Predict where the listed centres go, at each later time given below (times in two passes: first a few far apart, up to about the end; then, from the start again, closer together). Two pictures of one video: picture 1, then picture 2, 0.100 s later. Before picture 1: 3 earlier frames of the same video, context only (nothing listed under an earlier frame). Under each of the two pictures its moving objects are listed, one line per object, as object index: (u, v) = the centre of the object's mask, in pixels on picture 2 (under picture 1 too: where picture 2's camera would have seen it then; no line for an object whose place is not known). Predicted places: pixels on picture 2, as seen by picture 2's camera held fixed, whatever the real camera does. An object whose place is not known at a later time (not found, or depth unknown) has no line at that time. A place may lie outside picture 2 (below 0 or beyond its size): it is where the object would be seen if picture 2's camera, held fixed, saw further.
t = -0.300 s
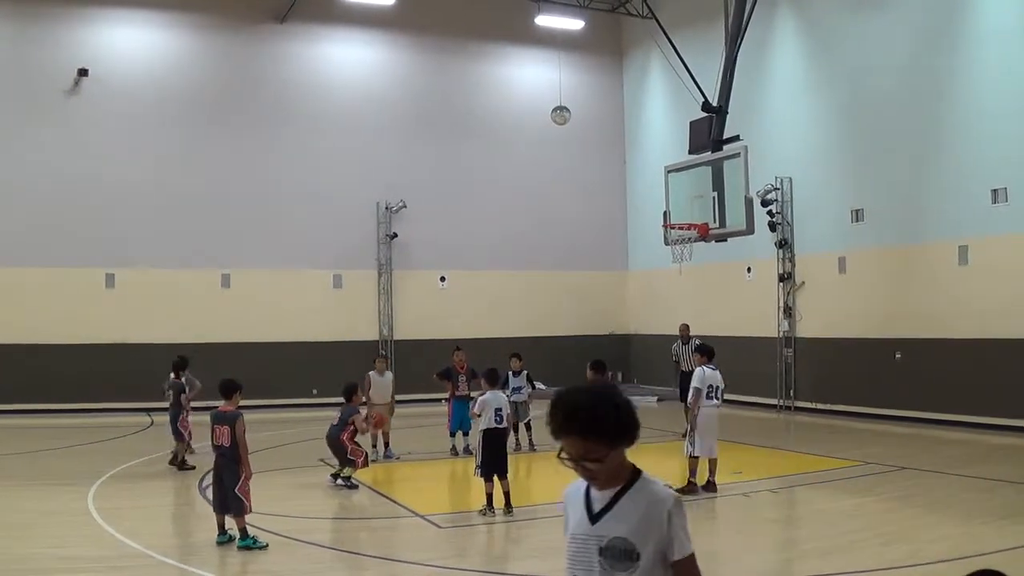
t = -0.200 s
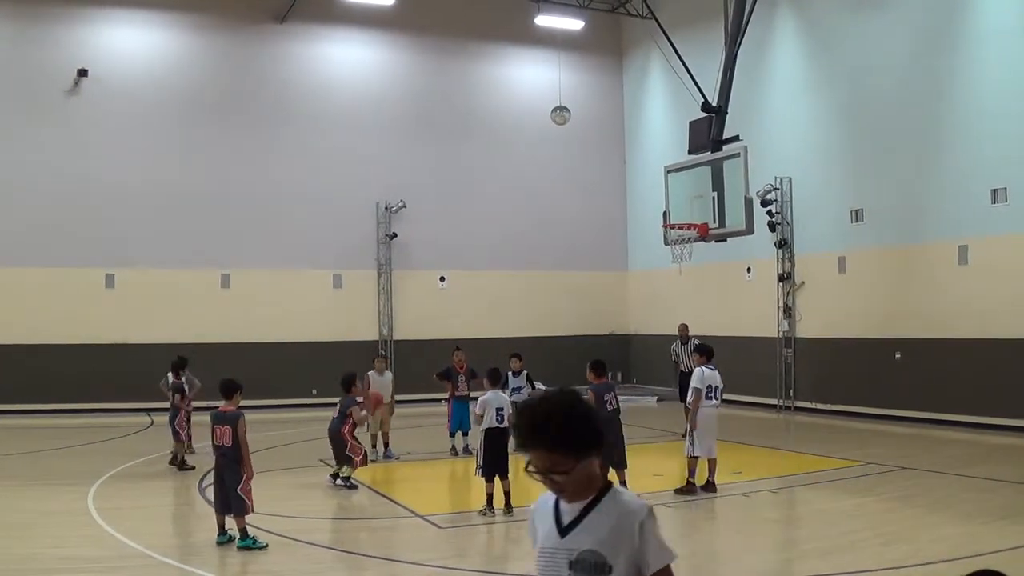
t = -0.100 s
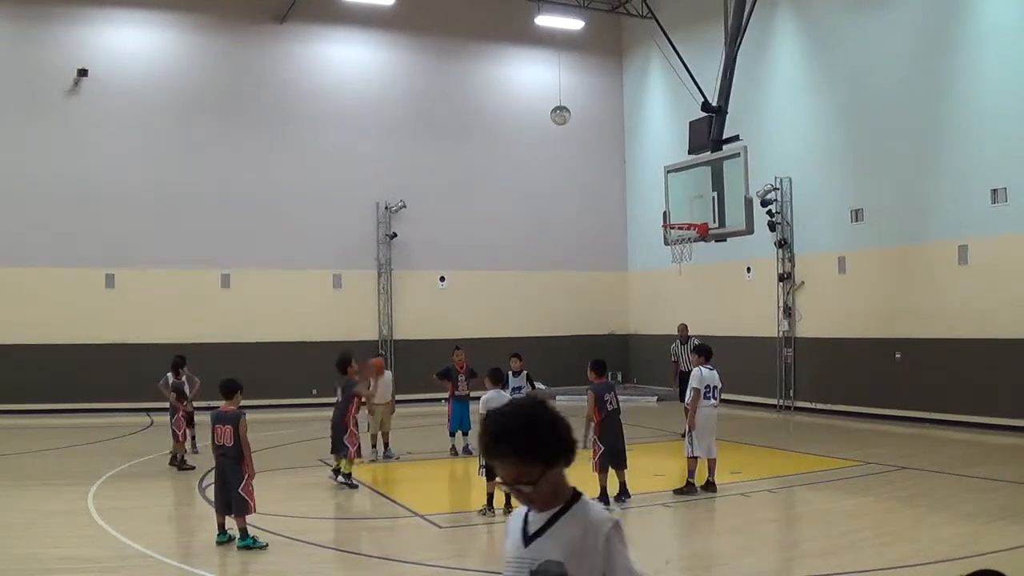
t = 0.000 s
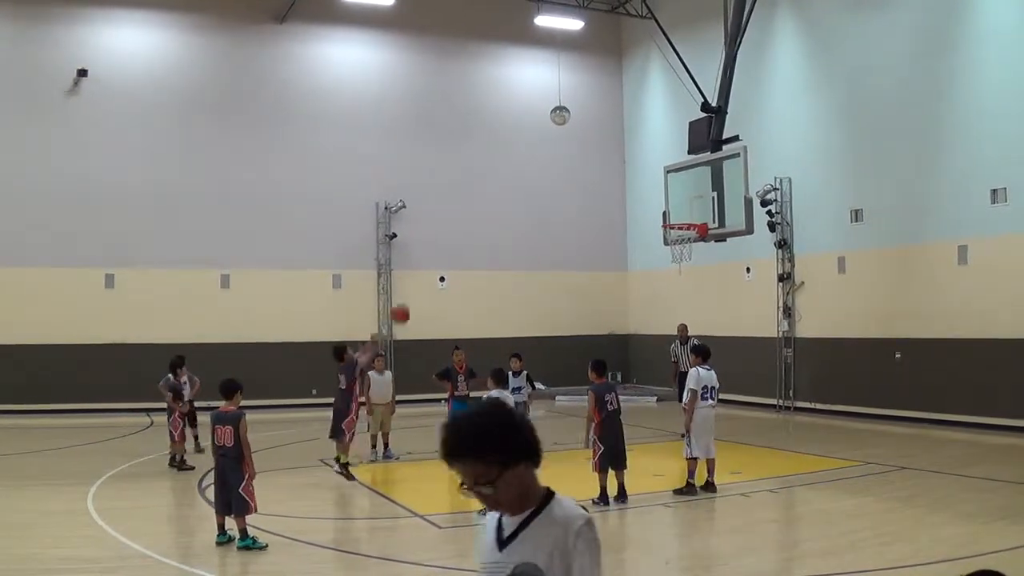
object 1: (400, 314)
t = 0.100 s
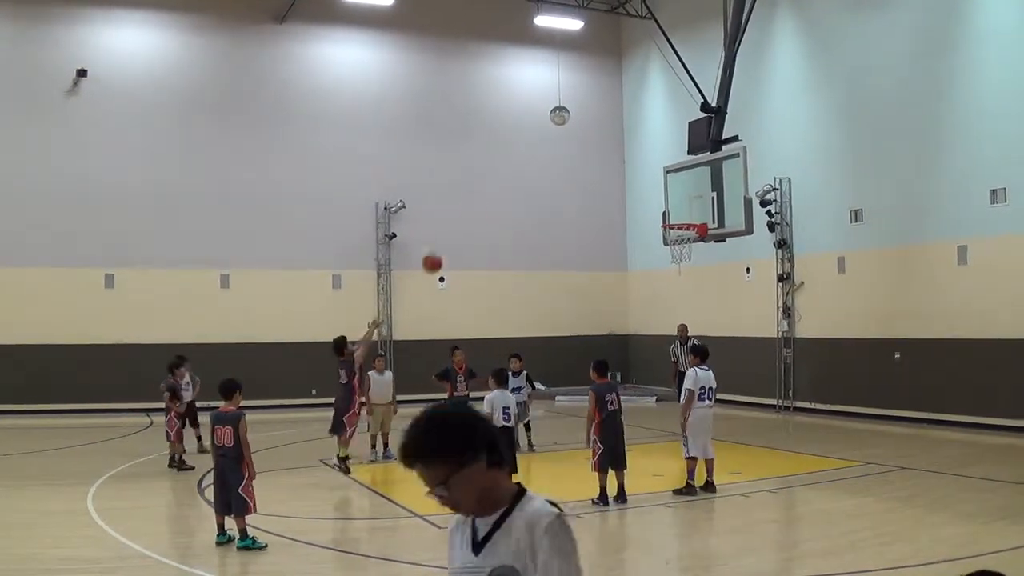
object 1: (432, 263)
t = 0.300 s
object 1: (494, 191)
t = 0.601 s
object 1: (578, 150)
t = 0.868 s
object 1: (648, 173)
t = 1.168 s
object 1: (669, 203)
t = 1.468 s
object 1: (608, 204)
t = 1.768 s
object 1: (549, 274)
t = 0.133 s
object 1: (443, 248)
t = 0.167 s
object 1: (453, 234)
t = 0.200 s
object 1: (464, 222)
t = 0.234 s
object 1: (474, 211)
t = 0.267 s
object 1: (484, 200)
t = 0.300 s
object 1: (494, 191)
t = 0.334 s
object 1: (504, 182)
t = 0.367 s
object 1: (513, 175)
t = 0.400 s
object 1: (523, 169)
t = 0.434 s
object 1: (532, 163)
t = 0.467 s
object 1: (542, 159)
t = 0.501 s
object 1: (551, 155)
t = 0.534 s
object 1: (560, 152)
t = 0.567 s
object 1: (569, 151)
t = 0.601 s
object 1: (578, 150)
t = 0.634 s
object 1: (588, 150)
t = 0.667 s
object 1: (596, 150)
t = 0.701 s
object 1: (605, 152)
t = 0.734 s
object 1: (614, 155)
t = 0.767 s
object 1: (622, 158)
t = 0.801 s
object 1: (631, 162)
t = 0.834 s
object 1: (640, 167)
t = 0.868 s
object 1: (648, 173)
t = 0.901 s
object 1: (656, 179)
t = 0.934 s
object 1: (664, 187)
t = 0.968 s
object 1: (672, 194)
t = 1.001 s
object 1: (680, 203)
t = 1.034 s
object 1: (688, 212)
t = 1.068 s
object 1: (689, 217)
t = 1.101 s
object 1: (683, 212)
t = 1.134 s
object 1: (676, 207)
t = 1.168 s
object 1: (669, 203)
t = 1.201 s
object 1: (662, 200)
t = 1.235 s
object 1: (656, 198)
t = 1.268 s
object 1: (649, 196)
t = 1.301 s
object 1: (642, 195)
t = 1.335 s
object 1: (635, 196)
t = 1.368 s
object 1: (628, 197)
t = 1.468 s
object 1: (608, 204)
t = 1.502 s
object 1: (602, 209)
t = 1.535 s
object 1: (595, 214)
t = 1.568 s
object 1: (589, 220)
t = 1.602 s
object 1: (582, 227)
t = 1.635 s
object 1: (575, 235)
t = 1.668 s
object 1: (569, 243)
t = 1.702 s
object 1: (562, 253)
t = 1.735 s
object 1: (555, 263)
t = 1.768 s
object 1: (549, 274)
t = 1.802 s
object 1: (542, 287)
